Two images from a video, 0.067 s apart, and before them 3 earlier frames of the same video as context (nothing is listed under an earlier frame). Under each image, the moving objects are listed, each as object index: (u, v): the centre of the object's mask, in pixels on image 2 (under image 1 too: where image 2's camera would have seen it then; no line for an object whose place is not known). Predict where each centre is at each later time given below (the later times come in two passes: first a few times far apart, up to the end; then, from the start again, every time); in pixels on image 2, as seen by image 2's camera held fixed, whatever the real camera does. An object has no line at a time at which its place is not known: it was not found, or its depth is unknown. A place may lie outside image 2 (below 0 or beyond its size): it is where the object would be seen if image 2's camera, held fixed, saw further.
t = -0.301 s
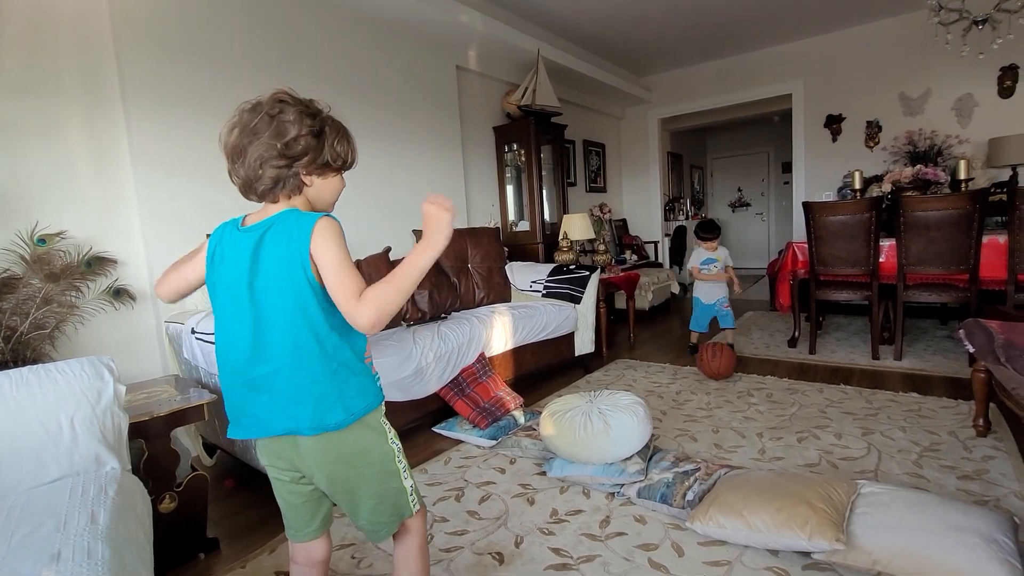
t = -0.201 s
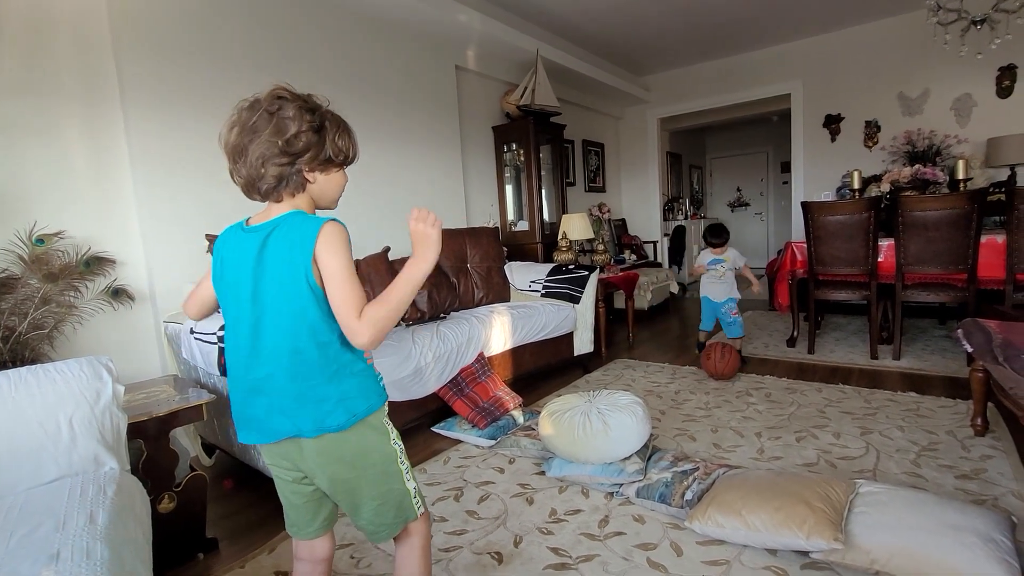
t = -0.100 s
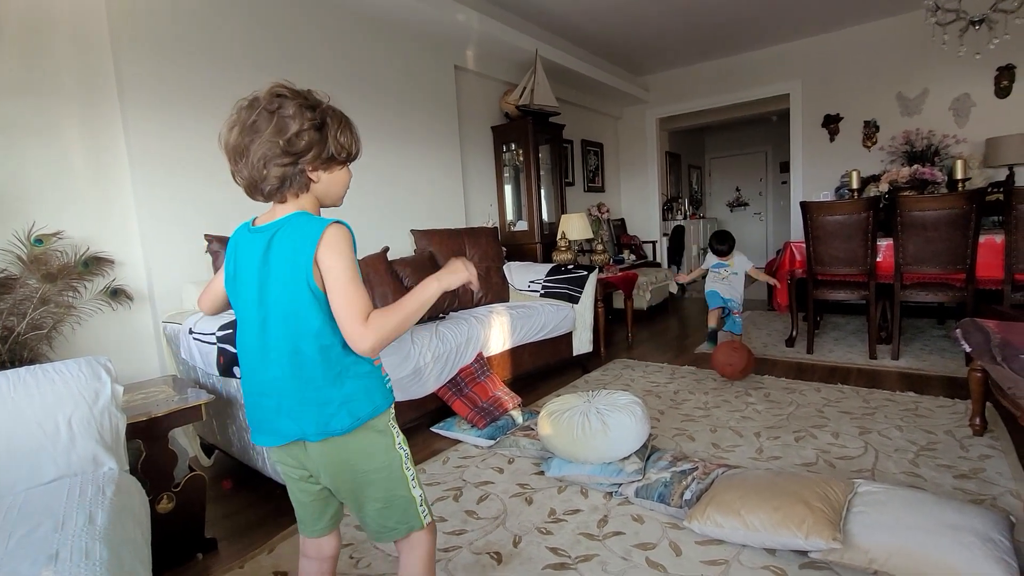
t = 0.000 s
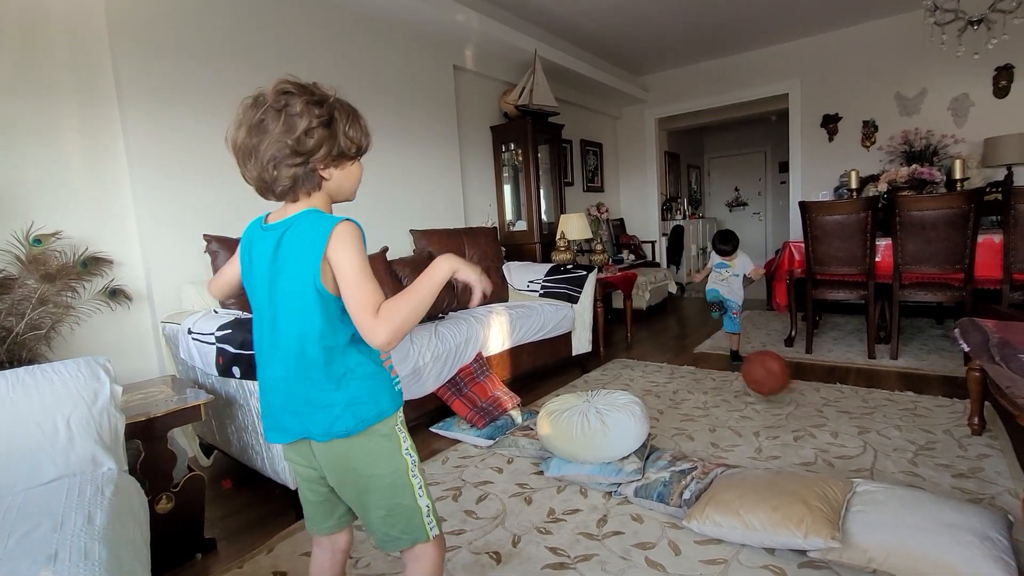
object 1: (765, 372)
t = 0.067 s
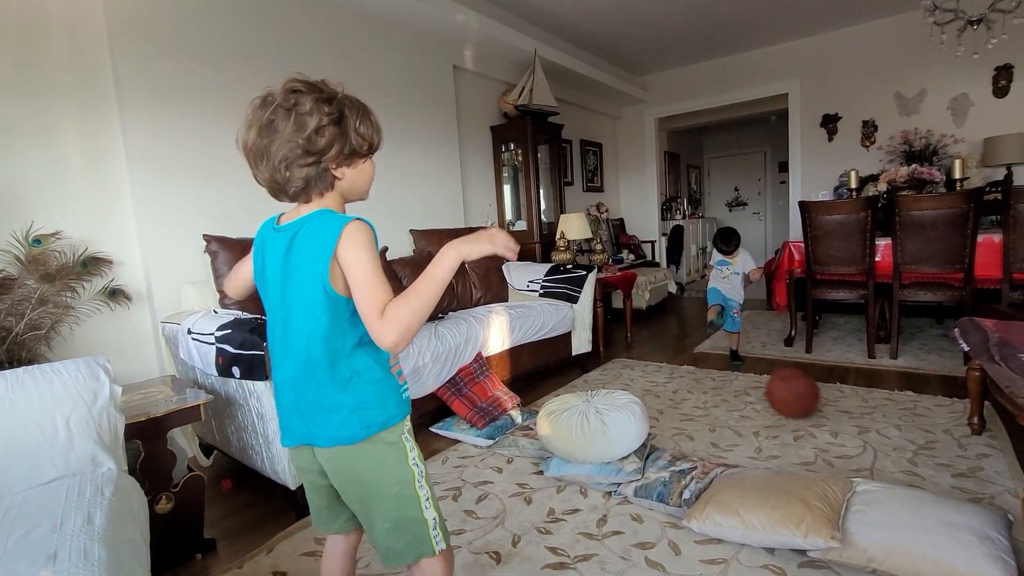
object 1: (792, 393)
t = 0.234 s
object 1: (861, 422)
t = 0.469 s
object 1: (993, 476)
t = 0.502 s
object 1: (1006, 484)
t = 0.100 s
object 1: (806, 399)
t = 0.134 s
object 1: (818, 401)
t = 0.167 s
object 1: (832, 406)
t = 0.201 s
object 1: (846, 413)
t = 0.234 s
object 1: (861, 422)
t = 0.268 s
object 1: (878, 429)
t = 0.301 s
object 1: (895, 436)
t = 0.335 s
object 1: (915, 445)
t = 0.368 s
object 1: (935, 453)
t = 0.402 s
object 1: (957, 463)
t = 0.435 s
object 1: (980, 471)
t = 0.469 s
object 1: (993, 476)
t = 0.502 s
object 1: (1006, 484)
